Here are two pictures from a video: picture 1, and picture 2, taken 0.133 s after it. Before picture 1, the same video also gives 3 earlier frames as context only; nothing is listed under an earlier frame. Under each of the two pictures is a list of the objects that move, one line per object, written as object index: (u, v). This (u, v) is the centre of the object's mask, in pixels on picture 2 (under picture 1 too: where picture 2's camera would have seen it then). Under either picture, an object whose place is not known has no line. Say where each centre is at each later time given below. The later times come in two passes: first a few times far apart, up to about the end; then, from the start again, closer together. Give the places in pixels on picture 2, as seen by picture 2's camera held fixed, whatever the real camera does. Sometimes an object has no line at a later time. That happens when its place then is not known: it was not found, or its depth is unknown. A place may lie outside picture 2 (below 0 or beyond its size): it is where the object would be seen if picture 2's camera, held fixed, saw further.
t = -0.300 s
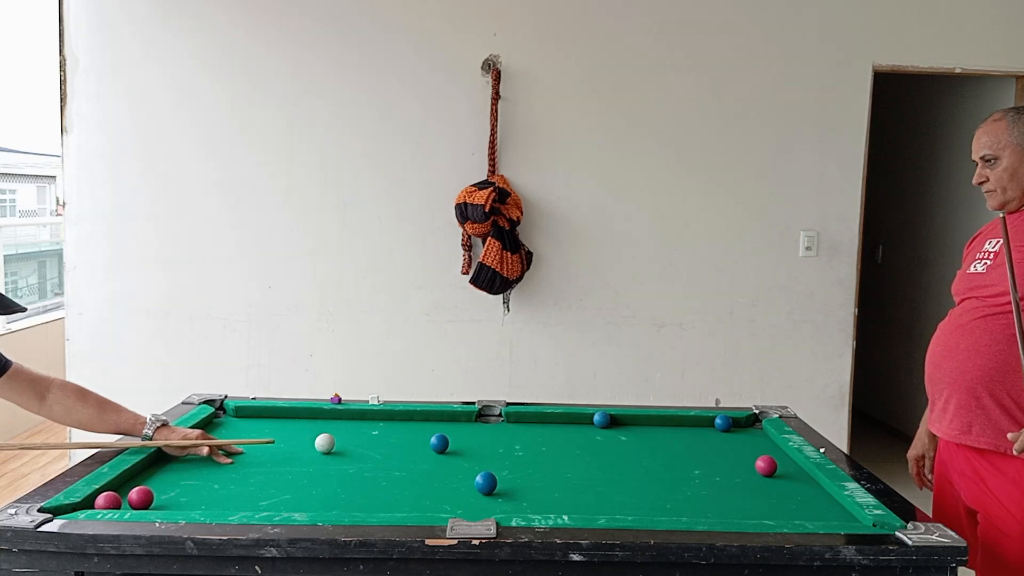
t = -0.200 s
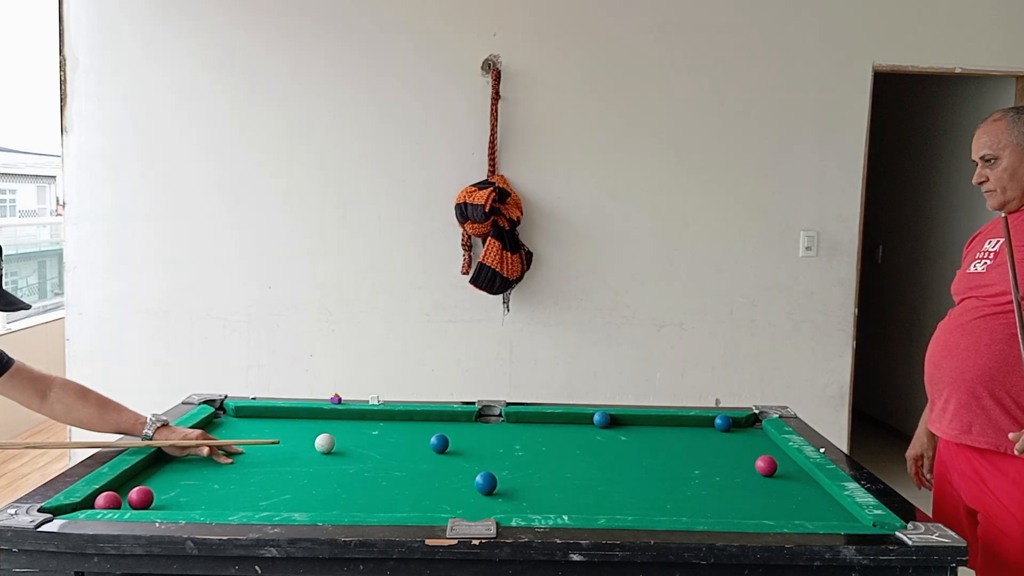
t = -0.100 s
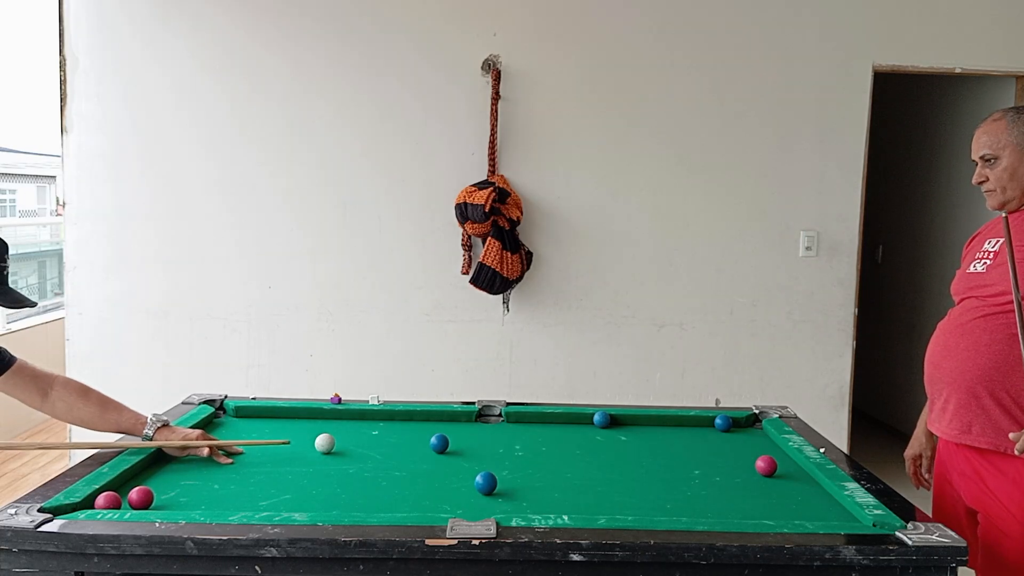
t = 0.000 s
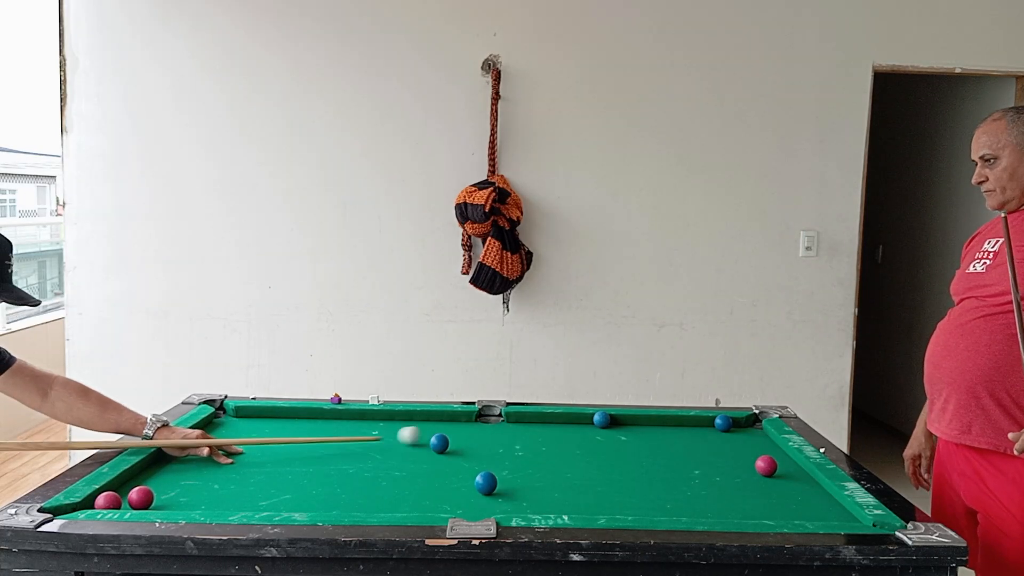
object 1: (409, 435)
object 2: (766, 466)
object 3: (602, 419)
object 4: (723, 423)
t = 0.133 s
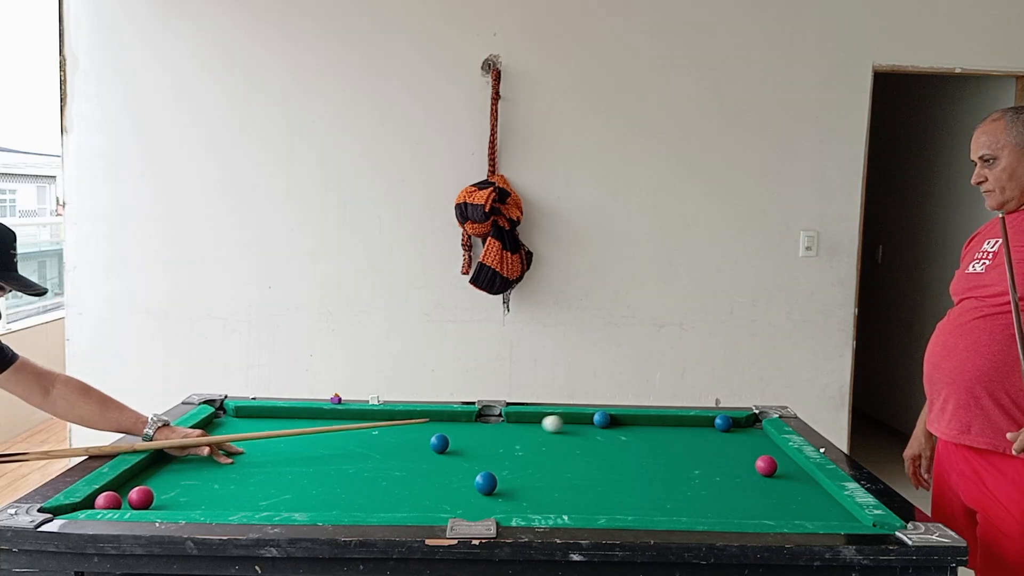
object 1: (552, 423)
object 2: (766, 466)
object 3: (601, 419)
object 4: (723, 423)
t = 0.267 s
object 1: (601, 423)
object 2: (766, 466)
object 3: (642, 426)
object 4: (723, 423)
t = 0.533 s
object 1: (672, 425)
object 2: (766, 466)
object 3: (733, 443)
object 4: (723, 423)
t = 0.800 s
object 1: (733, 429)
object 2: (765, 468)
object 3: (769, 456)
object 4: (731, 419)
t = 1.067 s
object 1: (756, 435)
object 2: (756, 486)
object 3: (742, 463)
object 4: (748, 424)
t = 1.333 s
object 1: (736, 440)
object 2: (746, 505)
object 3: (719, 465)
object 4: (752, 427)
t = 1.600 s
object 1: (715, 444)
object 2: (733, 515)
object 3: (696, 467)
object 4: (746, 428)
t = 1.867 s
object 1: (696, 449)
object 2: (710, 509)
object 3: (676, 469)
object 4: (742, 428)
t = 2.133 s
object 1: (677, 452)
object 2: (688, 499)
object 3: (657, 470)
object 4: (740, 429)
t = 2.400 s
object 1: (660, 455)
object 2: (668, 491)
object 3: (641, 472)
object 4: (740, 429)
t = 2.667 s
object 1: (645, 457)
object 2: (651, 484)
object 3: (627, 472)
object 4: (740, 429)
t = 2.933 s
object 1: (630, 459)
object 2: (637, 478)
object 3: (616, 473)
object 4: (740, 428)
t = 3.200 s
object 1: (617, 459)
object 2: (628, 475)
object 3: (604, 472)
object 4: (740, 429)
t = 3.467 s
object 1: (607, 461)
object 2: (623, 473)
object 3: (594, 472)
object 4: (740, 429)
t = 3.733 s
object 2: (620, 473)
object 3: (586, 471)
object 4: (740, 429)
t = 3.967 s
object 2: (618, 473)
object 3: (582, 471)
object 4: (740, 429)
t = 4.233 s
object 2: (619, 473)
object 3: (581, 471)
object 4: (740, 428)
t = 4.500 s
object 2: (619, 473)
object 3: (581, 471)
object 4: (740, 428)
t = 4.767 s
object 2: (619, 473)
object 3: (581, 471)
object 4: (740, 428)
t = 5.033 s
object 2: (619, 473)
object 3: (581, 471)
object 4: (740, 428)
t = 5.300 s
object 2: (618, 473)
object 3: (581, 471)
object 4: (740, 428)
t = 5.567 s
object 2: (619, 473)
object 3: (581, 471)
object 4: (740, 429)
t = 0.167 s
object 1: (582, 421)
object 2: (766, 466)
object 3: (602, 419)
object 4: (723, 423)
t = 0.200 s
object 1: (591, 421)
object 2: (766, 466)
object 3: (615, 421)
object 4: (723, 423)
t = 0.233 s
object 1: (595, 422)
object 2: (766, 466)
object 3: (629, 423)
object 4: (723, 423)
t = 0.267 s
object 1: (601, 423)
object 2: (766, 466)
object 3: (642, 426)
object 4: (723, 423)
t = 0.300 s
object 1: (608, 423)
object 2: (766, 466)
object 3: (653, 428)
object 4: (723, 423)
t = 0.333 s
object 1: (616, 423)
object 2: (766, 466)
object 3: (664, 430)
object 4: (723, 423)
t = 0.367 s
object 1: (626, 424)
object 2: (766, 466)
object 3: (676, 432)
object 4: (723, 423)
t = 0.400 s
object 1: (635, 424)
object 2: (766, 466)
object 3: (687, 434)
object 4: (723, 423)
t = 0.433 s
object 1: (645, 424)
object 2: (766, 466)
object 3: (698, 436)
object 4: (723, 423)
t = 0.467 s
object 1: (654, 424)
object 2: (766, 466)
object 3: (710, 439)
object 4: (723, 423)
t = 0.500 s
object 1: (663, 424)
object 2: (766, 466)
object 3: (721, 441)
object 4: (723, 423)
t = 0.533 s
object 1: (672, 425)
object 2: (766, 466)
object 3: (733, 443)
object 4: (723, 423)
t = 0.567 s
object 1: (681, 425)
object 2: (766, 466)
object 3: (745, 445)
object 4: (723, 423)
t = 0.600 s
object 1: (690, 425)
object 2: (766, 466)
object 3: (757, 447)
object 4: (723, 423)
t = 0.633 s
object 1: (699, 425)
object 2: (766, 466)
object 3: (770, 449)
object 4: (723, 423)
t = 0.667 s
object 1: (708, 426)
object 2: (766, 466)
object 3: (782, 452)
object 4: (724, 423)
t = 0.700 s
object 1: (715, 426)
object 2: (766, 466)
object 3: (780, 454)
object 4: (727, 422)
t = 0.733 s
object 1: (721, 427)
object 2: (766, 466)
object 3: (777, 456)
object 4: (730, 420)
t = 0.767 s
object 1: (727, 428)
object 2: (766, 466)
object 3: (773, 457)
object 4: (731, 418)
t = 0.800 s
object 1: (733, 429)
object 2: (765, 468)
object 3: (769, 456)
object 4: (731, 419)
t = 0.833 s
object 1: (738, 430)
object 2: (764, 471)
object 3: (764, 457)
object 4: (732, 420)
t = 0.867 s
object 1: (744, 431)
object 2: (763, 473)
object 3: (761, 458)
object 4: (734, 422)
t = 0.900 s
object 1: (750, 432)
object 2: (762, 475)
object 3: (757, 459)
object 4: (737, 423)
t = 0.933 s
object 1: (755, 432)
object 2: (761, 477)
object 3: (754, 460)
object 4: (740, 424)
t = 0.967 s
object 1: (761, 433)
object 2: (760, 479)
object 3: (751, 461)
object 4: (743, 424)
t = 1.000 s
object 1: (761, 434)
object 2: (759, 481)
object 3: (748, 462)
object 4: (745, 425)
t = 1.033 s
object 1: (758, 435)
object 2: (757, 484)
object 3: (745, 463)
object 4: (746, 424)
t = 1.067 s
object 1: (756, 435)
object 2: (756, 486)
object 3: (742, 463)
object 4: (748, 424)
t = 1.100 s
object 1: (753, 436)
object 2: (755, 488)
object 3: (740, 463)
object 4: (751, 423)
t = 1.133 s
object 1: (751, 436)
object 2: (754, 490)
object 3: (736, 463)
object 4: (753, 424)
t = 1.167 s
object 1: (748, 437)
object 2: (753, 493)
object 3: (733, 464)
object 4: (756, 425)
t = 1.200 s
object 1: (745, 438)
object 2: (751, 495)
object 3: (731, 464)
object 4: (756, 426)
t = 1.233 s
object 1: (743, 438)
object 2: (750, 497)
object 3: (728, 464)
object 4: (754, 426)
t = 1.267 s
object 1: (740, 439)
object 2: (749, 500)
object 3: (724, 465)
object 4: (753, 427)
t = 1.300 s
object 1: (738, 440)
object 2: (748, 502)
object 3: (722, 465)
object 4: (752, 427)
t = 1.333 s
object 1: (736, 440)
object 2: (746, 505)
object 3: (719, 465)
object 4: (752, 427)
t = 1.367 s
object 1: (733, 441)
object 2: (745, 507)
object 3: (716, 465)
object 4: (751, 427)
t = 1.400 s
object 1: (730, 441)
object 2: (743, 509)
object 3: (713, 466)
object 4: (750, 428)
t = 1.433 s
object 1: (728, 442)
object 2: (742, 510)
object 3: (710, 466)
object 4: (749, 428)
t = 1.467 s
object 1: (725, 442)
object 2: (741, 512)
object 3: (707, 466)
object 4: (749, 428)
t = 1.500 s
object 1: (723, 443)
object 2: (739, 513)
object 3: (704, 467)
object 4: (748, 428)
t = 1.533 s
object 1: (720, 443)
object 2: (737, 514)
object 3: (702, 467)
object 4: (747, 428)
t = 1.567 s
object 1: (718, 444)
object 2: (736, 515)
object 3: (699, 467)
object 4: (747, 428)
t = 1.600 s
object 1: (715, 444)
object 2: (733, 515)
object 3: (696, 467)
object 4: (746, 428)
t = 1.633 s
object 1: (713, 445)
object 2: (730, 515)
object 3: (694, 468)
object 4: (745, 428)
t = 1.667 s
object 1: (710, 446)
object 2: (727, 514)
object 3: (691, 468)
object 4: (745, 428)
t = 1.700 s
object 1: (708, 446)
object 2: (724, 513)
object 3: (688, 468)
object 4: (744, 428)
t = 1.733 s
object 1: (706, 447)
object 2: (721, 512)
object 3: (686, 468)
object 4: (744, 428)
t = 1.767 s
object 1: (703, 447)
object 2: (718, 511)
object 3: (683, 468)
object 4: (743, 428)
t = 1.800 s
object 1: (701, 448)
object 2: (715, 510)
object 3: (681, 468)
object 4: (743, 428)
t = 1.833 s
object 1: (698, 448)
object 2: (712, 510)
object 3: (678, 469)
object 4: (742, 428)
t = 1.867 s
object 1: (696, 449)
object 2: (710, 509)
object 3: (676, 469)
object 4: (742, 428)
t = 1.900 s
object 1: (694, 449)
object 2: (707, 508)
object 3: (673, 469)
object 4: (741, 428)
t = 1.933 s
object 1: (691, 450)
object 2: (704, 507)
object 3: (671, 469)
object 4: (741, 428)
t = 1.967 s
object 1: (689, 450)
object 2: (701, 506)
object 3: (669, 470)
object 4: (741, 428)
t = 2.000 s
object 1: (687, 450)
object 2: (699, 505)
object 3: (666, 470)
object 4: (741, 428)
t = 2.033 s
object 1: (685, 451)
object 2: (696, 503)
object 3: (664, 470)
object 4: (740, 428)
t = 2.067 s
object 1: (682, 451)
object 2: (693, 502)
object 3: (662, 470)
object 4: (740, 428)
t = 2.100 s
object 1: (680, 451)
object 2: (691, 501)
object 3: (659, 470)
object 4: (740, 428)
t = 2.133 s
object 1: (677, 452)
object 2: (688, 499)
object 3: (657, 470)
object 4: (740, 429)
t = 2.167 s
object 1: (675, 452)
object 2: (685, 498)
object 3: (655, 471)
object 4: (740, 429)
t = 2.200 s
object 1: (673, 453)
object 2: (683, 497)
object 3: (653, 471)
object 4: (740, 429)
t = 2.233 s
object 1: (671, 453)
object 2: (680, 496)
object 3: (651, 471)
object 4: (740, 429)
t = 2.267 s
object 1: (669, 453)
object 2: (678, 495)
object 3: (649, 471)
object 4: (740, 429)
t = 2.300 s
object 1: (667, 454)
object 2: (675, 494)
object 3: (647, 471)
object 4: (740, 429)
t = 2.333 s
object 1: (665, 454)
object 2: (673, 493)
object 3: (645, 471)
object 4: (740, 429)
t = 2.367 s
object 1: (662, 455)
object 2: (671, 492)
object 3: (643, 471)
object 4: (740, 429)
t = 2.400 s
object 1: (660, 455)
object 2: (668, 491)
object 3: (641, 472)
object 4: (740, 429)
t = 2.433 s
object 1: (658, 455)
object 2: (666, 490)
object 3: (639, 472)
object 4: (740, 429)
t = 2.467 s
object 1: (656, 455)
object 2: (664, 489)
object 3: (637, 472)
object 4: (740, 428)
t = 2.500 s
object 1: (654, 456)
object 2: (662, 488)
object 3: (635, 472)
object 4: (740, 428)
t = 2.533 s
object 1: (652, 456)
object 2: (660, 487)
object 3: (634, 472)
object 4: (740, 428)
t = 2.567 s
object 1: (650, 457)
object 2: (657, 486)
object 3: (632, 472)
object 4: (740, 428)
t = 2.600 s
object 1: (648, 457)
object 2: (655, 485)
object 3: (630, 472)
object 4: (740, 429)
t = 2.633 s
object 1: (646, 457)
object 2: (653, 485)
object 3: (629, 472)
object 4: (740, 429)
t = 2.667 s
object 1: (645, 457)
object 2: (651, 484)
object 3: (627, 472)
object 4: (740, 429)
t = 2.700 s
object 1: (643, 458)
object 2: (649, 483)
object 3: (625, 472)
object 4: (740, 429)
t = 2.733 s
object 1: (641, 458)
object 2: (648, 482)
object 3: (624, 472)
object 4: (740, 429)
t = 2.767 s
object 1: (639, 458)
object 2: (646, 482)
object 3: (623, 473)
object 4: (740, 429)
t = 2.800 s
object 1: (637, 458)
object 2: (644, 481)
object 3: (621, 473)
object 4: (740, 429)
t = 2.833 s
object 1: (635, 459)
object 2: (642, 480)
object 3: (620, 473)
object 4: (740, 428)
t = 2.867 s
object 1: (634, 459)
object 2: (640, 480)
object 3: (618, 473)
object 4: (740, 429)
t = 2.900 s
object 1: (632, 459)
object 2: (639, 479)
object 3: (617, 473)
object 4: (740, 428)
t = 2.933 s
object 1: (630, 459)
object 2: (637, 478)
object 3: (616, 473)
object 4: (740, 428)
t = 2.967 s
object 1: (629, 458)
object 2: (635, 478)
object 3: (614, 473)
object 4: (740, 428)
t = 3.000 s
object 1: (627, 458)
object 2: (634, 477)
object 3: (613, 473)
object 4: (740, 429)
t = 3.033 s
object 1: (625, 458)
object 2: (632, 477)
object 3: (612, 473)
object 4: (740, 429)
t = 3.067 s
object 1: (623, 458)
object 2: (631, 476)
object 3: (610, 473)
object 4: (740, 429)
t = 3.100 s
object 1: (622, 458)
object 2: (630, 476)
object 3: (609, 473)
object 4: (740, 429)
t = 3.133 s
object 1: (620, 459)
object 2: (629, 476)
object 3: (607, 472)
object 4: (740, 429)
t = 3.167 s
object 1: (619, 459)
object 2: (628, 475)
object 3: (606, 472)
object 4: (740, 429)
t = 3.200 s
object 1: (617, 459)
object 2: (628, 475)
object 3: (604, 472)
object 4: (740, 429)
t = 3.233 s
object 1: (616, 459)
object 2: (627, 475)
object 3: (603, 472)
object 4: (740, 429)
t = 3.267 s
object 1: (615, 459)
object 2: (626, 475)
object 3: (601, 472)
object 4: (740, 429)
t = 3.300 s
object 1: (613, 460)
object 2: (626, 474)
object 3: (600, 472)
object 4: (740, 429)
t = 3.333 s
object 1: (612, 460)
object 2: (625, 474)
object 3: (599, 472)
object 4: (740, 429)
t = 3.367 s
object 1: (611, 460)
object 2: (624, 474)
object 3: (597, 472)
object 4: (740, 429)
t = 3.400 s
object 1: (610, 460)
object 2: (624, 474)
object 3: (596, 472)
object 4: (740, 429)
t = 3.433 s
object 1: (608, 461)
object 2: (623, 474)
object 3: (595, 472)
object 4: (740, 429)
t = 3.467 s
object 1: (607, 461)
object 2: (623, 473)
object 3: (594, 472)
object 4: (740, 429)
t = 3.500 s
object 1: (606, 461)
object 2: (622, 473)
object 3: (593, 471)
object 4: (740, 429)
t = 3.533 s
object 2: (622, 473)
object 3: (592, 471)
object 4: (740, 429)
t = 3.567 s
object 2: (621, 473)
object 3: (591, 471)
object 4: (740, 429)
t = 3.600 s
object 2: (621, 473)
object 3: (590, 471)
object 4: (740, 429)
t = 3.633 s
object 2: (621, 473)
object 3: (589, 471)
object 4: (740, 429)
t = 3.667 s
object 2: (620, 473)
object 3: (588, 471)
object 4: (740, 429)
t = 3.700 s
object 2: (620, 473)
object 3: (587, 471)
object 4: (740, 429)
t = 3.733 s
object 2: (620, 473)
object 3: (586, 471)
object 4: (740, 429)
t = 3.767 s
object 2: (619, 473)
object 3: (586, 471)
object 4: (740, 429)
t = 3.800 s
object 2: (619, 473)
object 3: (585, 471)
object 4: (740, 429)
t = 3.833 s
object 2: (619, 473)
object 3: (584, 471)
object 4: (740, 429)
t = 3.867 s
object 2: (619, 473)
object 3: (584, 471)
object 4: (740, 429)
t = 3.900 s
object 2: (618, 473)
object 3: (583, 471)
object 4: (740, 429)
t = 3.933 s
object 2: (618, 473)
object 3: (583, 471)
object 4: (740, 429)
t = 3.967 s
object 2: (618, 473)
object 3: (582, 471)
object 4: (740, 429)
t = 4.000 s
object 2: (619, 473)
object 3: (582, 471)
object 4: (740, 429)
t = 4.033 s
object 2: (619, 473)
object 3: (582, 471)
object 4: (740, 429)
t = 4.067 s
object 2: (619, 473)
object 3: (581, 471)
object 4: (740, 428)
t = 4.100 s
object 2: (619, 473)
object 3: (581, 471)
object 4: (740, 428)
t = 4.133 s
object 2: (619, 473)
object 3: (581, 471)
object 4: (740, 428)
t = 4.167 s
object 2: (619, 473)
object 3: (581, 471)
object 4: (740, 428)
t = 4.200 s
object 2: (619, 473)
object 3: (581, 471)
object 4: (740, 428)
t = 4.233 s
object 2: (619, 473)
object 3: (581, 471)
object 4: (740, 428)
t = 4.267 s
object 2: (619, 473)
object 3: (581, 471)
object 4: (740, 428)
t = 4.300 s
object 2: (619, 473)
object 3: (581, 471)
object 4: (740, 428)
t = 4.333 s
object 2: (619, 473)
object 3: (581, 471)
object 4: (740, 428)
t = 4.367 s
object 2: (619, 473)
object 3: (581, 471)
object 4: (740, 428)
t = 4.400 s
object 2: (619, 473)
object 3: (581, 471)
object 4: (740, 428)
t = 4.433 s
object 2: (619, 473)
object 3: (581, 471)
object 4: (740, 428)
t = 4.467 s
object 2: (619, 473)
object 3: (581, 471)
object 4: (740, 428)
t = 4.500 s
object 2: (619, 473)
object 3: (581, 471)
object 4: (740, 428)
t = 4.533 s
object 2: (619, 473)
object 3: (581, 471)
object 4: (740, 428)
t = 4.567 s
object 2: (619, 473)
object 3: (581, 471)
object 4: (740, 428)
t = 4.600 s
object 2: (619, 473)
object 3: (581, 471)
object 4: (740, 428)
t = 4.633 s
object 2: (619, 473)
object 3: (581, 471)
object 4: (740, 428)
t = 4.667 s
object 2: (619, 473)
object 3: (581, 471)
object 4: (740, 428)
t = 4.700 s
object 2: (619, 473)
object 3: (581, 471)
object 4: (740, 428)
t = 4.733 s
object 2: (619, 473)
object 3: (581, 471)
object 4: (740, 428)
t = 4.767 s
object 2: (619, 473)
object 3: (581, 471)
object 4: (740, 428)
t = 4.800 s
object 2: (619, 473)
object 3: (581, 471)
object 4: (740, 428)
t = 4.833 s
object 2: (619, 473)
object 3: (581, 471)
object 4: (740, 428)
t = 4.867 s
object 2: (619, 473)
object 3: (581, 471)
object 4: (740, 428)
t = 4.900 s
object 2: (619, 473)
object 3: (581, 471)
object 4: (740, 428)
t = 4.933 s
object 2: (619, 473)
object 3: (581, 471)
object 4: (740, 428)
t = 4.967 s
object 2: (618, 473)
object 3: (581, 471)
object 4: (740, 428)
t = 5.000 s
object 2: (618, 473)
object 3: (581, 471)
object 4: (740, 428)
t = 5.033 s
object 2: (619, 473)
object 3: (581, 471)
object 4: (740, 428)
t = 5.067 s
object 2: (619, 473)
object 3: (581, 471)
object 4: (740, 428)
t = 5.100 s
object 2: (618, 473)
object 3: (581, 471)
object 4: (740, 428)
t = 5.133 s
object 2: (618, 473)
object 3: (581, 471)
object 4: (740, 428)
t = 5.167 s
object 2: (618, 473)
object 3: (581, 471)
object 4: (740, 428)
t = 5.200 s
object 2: (619, 473)
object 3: (581, 471)
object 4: (740, 428)
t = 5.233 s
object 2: (619, 473)
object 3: (581, 471)
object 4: (740, 428)
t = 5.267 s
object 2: (619, 473)
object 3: (581, 471)
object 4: (740, 428)
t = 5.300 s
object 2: (618, 473)
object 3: (581, 471)
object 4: (740, 428)
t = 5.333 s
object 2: (619, 473)
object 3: (581, 471)
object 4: (740, 428)
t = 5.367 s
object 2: (619, 473)
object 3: (581, 471)
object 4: (740, 428)
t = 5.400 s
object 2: (619, 473)
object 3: (581, 471)
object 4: (740, 428)
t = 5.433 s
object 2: (619, 473)
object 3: (581, 471)
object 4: (740, 428)
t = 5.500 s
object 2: (619, 473)
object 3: (581, 471)
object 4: (740, 428)
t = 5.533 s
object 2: (619, 473)
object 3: (581, 471)
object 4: (740, 429)
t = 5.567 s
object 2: (619, 473)
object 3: (581, 471)
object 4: (740, 429)
